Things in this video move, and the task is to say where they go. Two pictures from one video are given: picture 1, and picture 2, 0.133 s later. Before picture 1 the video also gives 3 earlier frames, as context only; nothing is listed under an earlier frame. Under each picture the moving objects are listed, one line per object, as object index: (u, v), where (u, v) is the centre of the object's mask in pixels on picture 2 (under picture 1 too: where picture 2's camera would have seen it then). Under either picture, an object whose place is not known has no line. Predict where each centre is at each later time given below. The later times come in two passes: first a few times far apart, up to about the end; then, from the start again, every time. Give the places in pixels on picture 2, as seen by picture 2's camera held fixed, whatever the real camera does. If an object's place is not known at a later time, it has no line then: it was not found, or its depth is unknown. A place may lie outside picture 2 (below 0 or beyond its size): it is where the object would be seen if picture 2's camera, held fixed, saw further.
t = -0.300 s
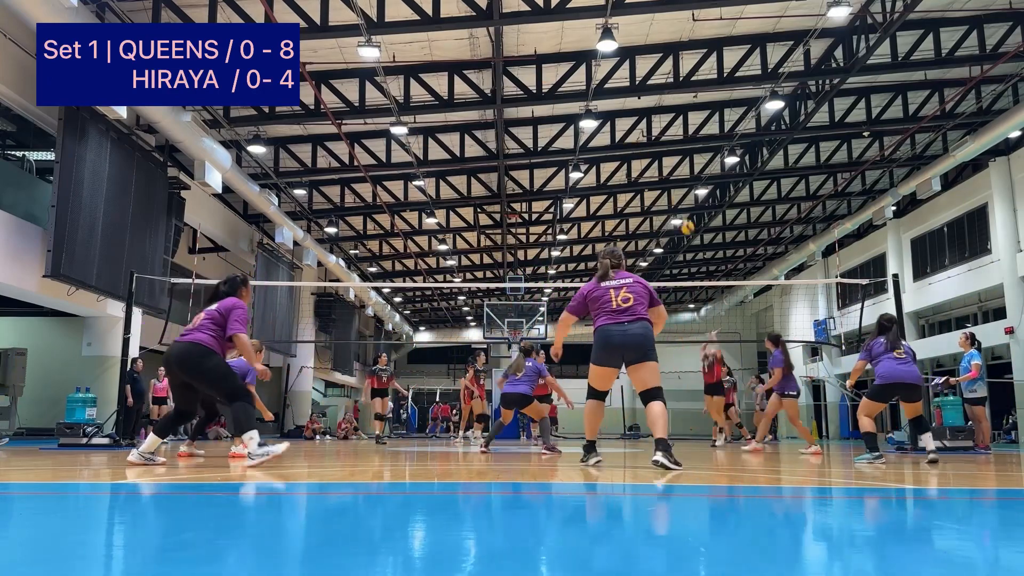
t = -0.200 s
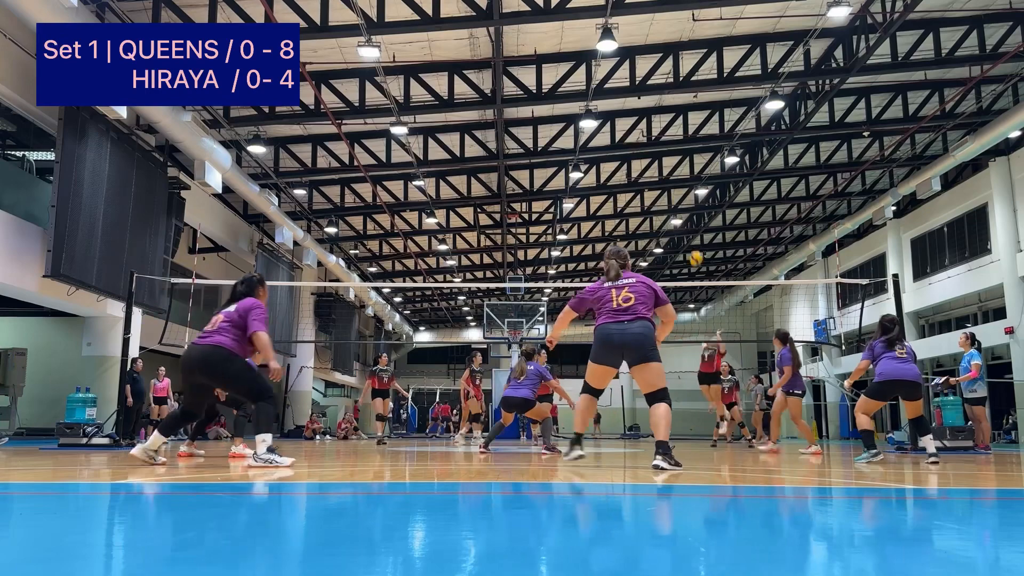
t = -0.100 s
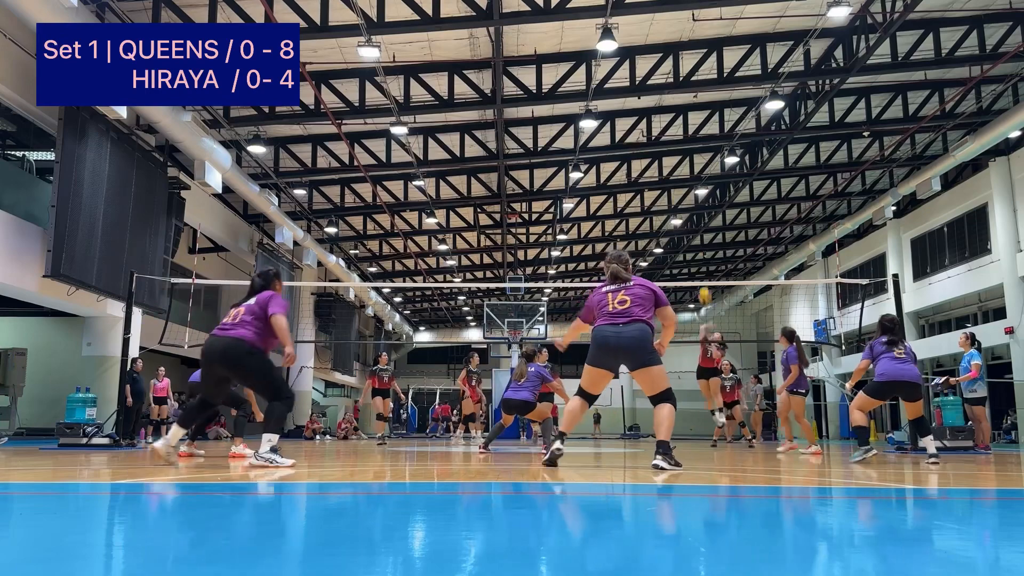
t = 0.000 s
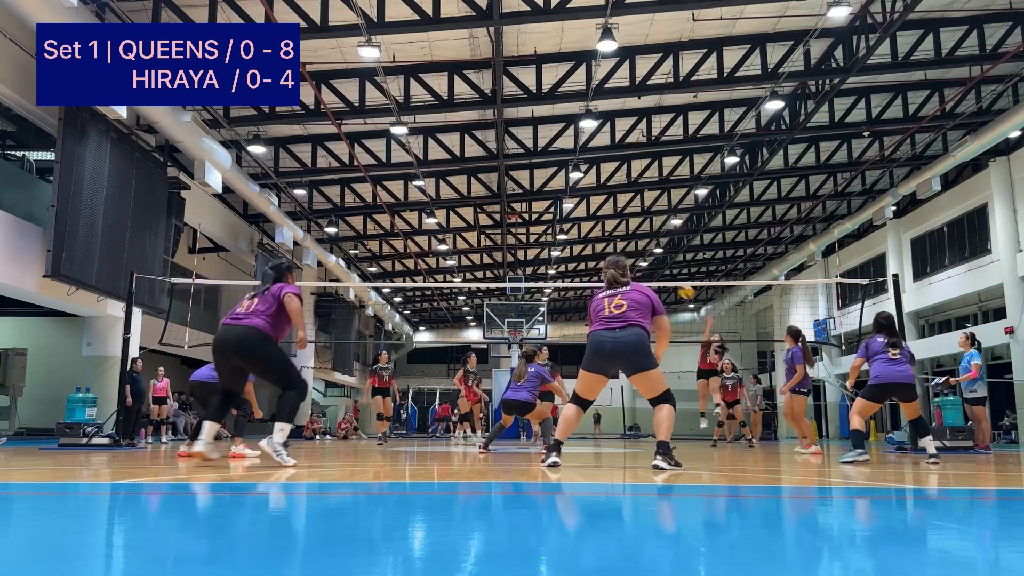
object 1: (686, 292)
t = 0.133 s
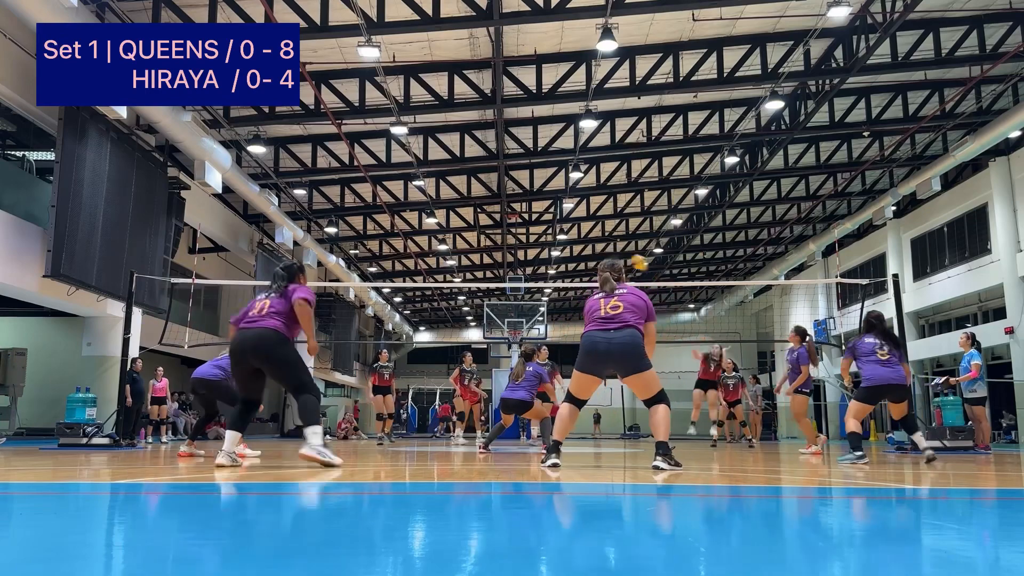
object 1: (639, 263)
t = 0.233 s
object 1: (599, 247)
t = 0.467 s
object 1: (484, 233)
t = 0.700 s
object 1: (316, 268)
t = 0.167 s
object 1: (626, 257)
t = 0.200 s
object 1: (614, 252)
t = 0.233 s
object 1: (599, 247)
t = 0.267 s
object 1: (585, 242)
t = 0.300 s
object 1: (571, 239)
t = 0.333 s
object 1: (554, 236)
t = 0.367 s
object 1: (539, 234)
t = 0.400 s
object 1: (520, 232)
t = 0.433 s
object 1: (502, 232)
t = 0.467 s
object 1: (484, 233)
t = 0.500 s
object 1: (464, 233)
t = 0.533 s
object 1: (443, 236)
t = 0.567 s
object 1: (422, 240)
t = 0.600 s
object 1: (397, 245)
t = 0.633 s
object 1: (371, 251)
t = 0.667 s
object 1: (347, 257)
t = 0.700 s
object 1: (316, 268)
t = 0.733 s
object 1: (285, 278)
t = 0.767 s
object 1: (258, 289)
